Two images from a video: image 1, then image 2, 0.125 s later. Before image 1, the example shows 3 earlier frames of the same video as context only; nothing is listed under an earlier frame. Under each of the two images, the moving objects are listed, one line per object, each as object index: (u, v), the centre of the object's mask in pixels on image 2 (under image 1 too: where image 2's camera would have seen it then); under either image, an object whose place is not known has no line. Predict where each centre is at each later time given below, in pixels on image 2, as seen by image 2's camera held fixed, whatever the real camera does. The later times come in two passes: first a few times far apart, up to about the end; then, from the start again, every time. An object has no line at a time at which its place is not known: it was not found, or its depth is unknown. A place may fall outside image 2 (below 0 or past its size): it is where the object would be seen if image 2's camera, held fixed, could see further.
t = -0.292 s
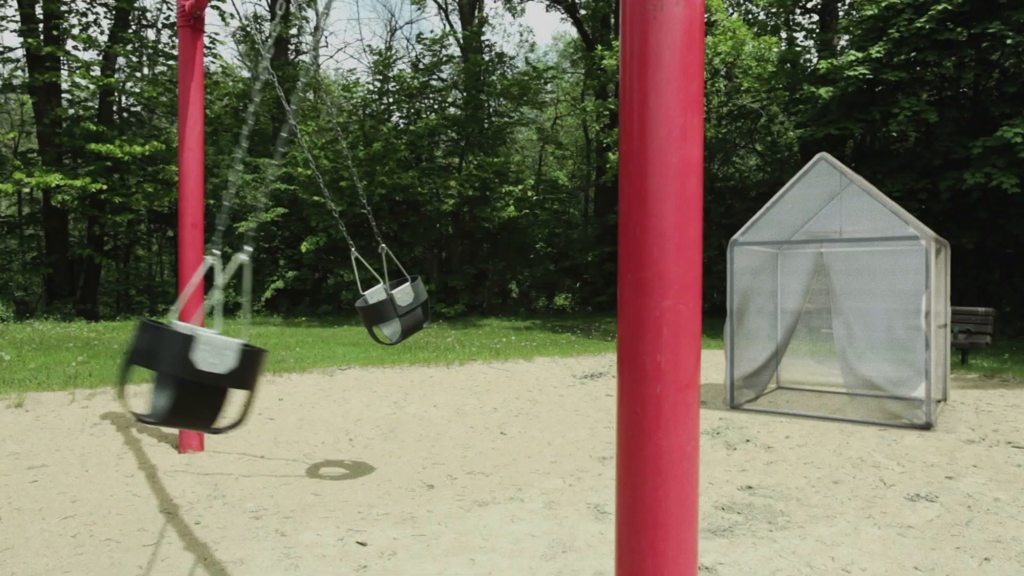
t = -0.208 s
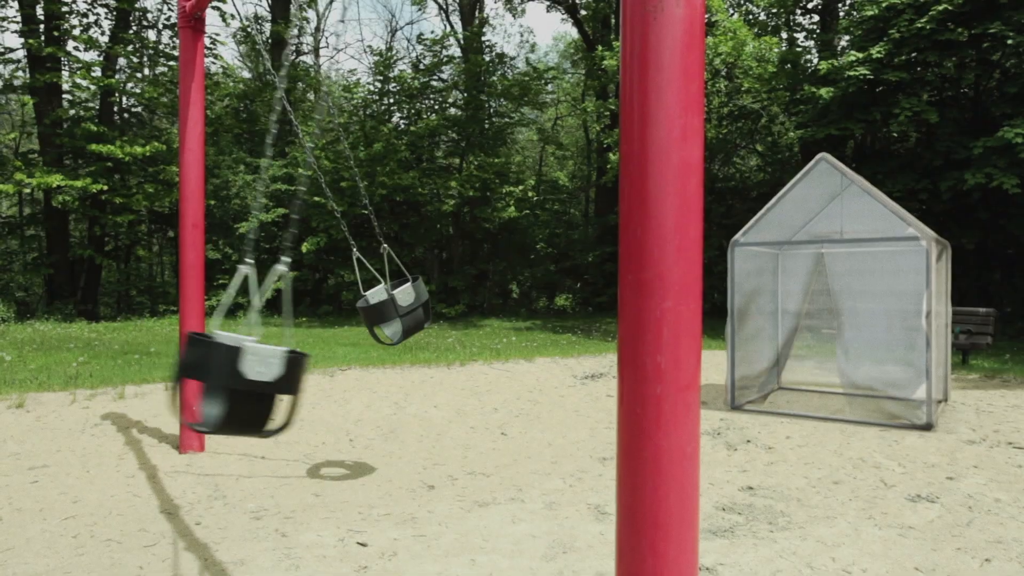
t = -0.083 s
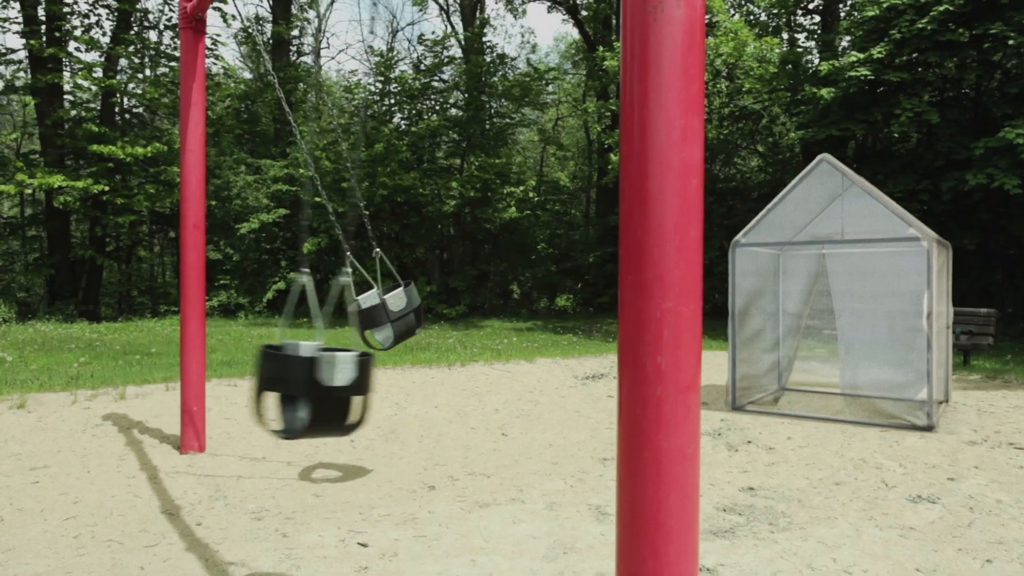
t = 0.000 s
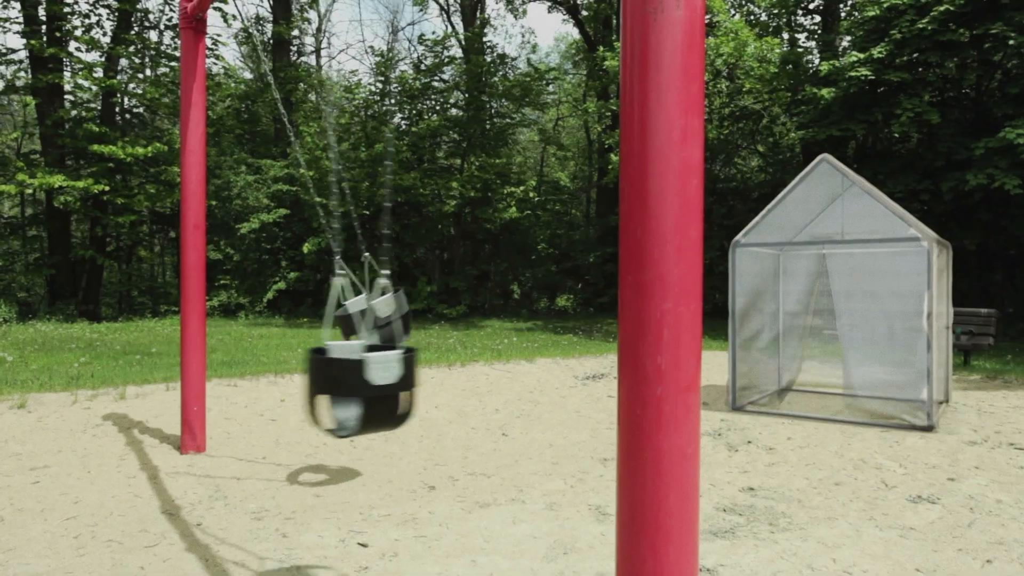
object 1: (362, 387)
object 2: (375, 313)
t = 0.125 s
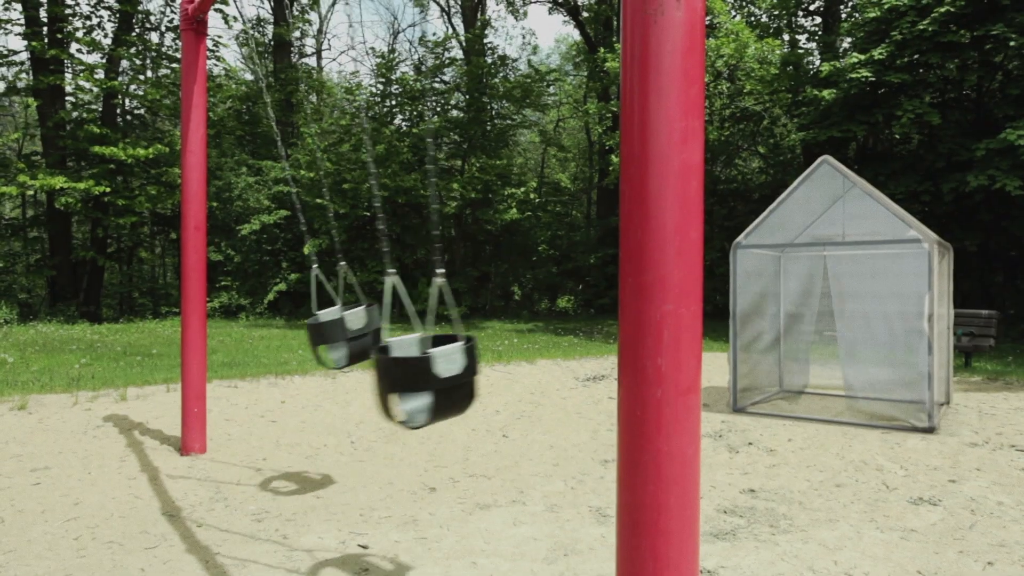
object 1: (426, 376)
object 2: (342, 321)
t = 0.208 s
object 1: (458, 350)
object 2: (317, 328)
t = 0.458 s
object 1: (529, 329)
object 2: (219, 352)
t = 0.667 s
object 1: (542, 327)
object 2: (131, 329)
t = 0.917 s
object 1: (504, 346)
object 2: (71, 312)
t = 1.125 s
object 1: (425, 366)
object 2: (74, 314)
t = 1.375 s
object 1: (292, 368)
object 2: (141, 331)
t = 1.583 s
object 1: (180, 360)
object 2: (245, 325)
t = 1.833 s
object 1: (116, 342)
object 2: (322, 327)
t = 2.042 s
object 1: (139, 352)
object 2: (373, 314)
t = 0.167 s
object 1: (447, 362)
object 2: (330, 325)
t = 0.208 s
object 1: (458, 350)
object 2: (317, 328)
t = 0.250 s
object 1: (473, 345)
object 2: (302, 331)
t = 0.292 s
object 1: (487, 341)
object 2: (288, 335)
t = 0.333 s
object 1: (502, 340)
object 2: (270, 336)
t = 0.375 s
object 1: (509, 332)
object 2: (252, 340)
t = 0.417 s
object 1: (518, 328)
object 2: (239, 342)
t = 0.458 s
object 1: (529, 329)
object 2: (219, 352)
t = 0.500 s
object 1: (534, 327)
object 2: (197, 353)
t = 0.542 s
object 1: (534, 321)
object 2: (178, 347)
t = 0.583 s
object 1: (540, 324)
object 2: (161, 338)
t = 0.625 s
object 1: (543, 326)
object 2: (144, 335)
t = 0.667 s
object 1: (542, 327)
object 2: (131, 329)
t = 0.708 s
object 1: (540, 328)
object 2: (117, 326)
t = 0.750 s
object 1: (534, 328)
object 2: (103, 323)
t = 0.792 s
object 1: (524, 326)
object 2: (95, 319)
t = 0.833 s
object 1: (523, 337)
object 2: (81, 318)
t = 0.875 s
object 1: (513, 345)
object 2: (77, 314)
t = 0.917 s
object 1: (504, 346)
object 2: (71, 312)
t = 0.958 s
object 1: (489, 347)
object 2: (62, 312)
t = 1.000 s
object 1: (472, 346)
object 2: (61, 312)
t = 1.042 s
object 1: (462, 360)
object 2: (62, 312)
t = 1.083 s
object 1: (445, 364)
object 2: (64, 313)
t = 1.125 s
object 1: (425, 366)
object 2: (74, 314)
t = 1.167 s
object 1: (402, 364)
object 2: (77, 317)
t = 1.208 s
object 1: (383, 371)
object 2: (86, 319)
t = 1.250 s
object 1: (360, 368)
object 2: (101, 321)
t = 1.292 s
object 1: (338, 370)
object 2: (111, 325)
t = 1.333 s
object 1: (314, 377)
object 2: (125, 329)
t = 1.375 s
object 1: (292, 368)
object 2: (141, 331)
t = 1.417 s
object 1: (270, 367)
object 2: (154, 337)
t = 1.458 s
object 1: (249, 365)
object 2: (163, 339)
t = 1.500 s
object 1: (221, 369)
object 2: (164, 341)
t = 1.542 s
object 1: (203, 359)
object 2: (228, 324)
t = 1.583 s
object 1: (180, 360)
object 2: (245, 325)
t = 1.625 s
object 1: (166, 353)
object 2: (255, 339)
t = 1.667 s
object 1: (151, 350)
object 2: (262, 337)
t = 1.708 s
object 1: (138, 347)
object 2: (279, 340)
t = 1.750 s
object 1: (128, 344)
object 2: (295, 335)
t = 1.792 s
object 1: (120, 343)
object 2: (308, 331)
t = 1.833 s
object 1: (116, 342)
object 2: (322, 327)
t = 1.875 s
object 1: (116, 342)
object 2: (334, 324)
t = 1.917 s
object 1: (118, 342)
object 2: (345, 321)
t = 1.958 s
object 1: (123, 343)
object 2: (355, 317)
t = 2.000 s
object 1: (132, 344)
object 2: (364, 314)
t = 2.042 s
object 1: (139, 352)
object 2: (373, 314)
